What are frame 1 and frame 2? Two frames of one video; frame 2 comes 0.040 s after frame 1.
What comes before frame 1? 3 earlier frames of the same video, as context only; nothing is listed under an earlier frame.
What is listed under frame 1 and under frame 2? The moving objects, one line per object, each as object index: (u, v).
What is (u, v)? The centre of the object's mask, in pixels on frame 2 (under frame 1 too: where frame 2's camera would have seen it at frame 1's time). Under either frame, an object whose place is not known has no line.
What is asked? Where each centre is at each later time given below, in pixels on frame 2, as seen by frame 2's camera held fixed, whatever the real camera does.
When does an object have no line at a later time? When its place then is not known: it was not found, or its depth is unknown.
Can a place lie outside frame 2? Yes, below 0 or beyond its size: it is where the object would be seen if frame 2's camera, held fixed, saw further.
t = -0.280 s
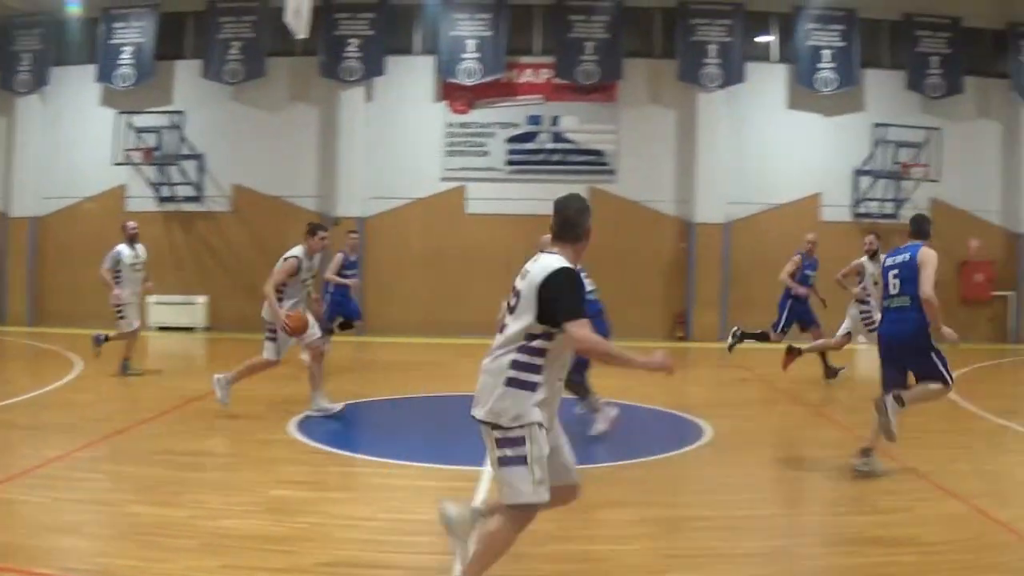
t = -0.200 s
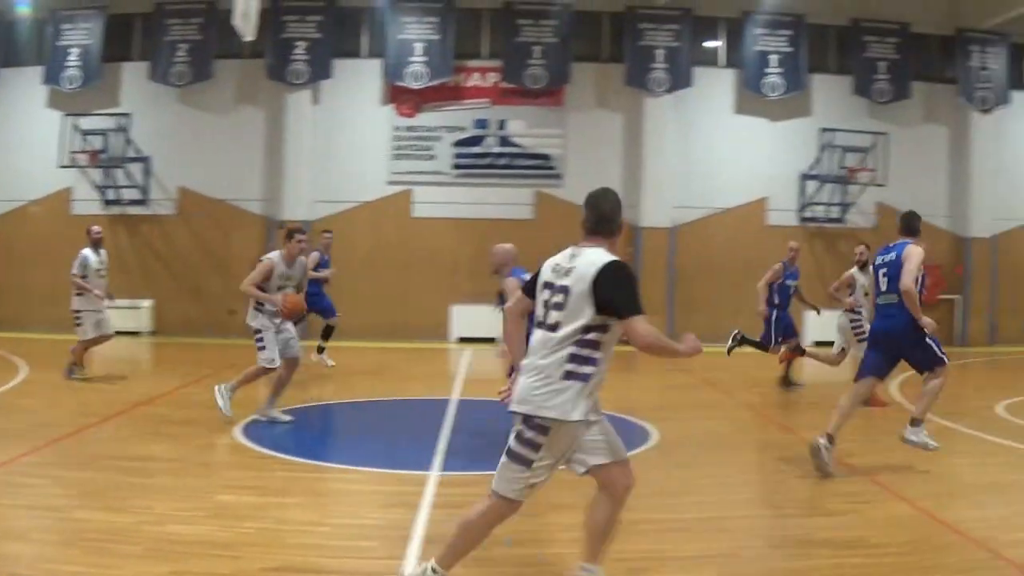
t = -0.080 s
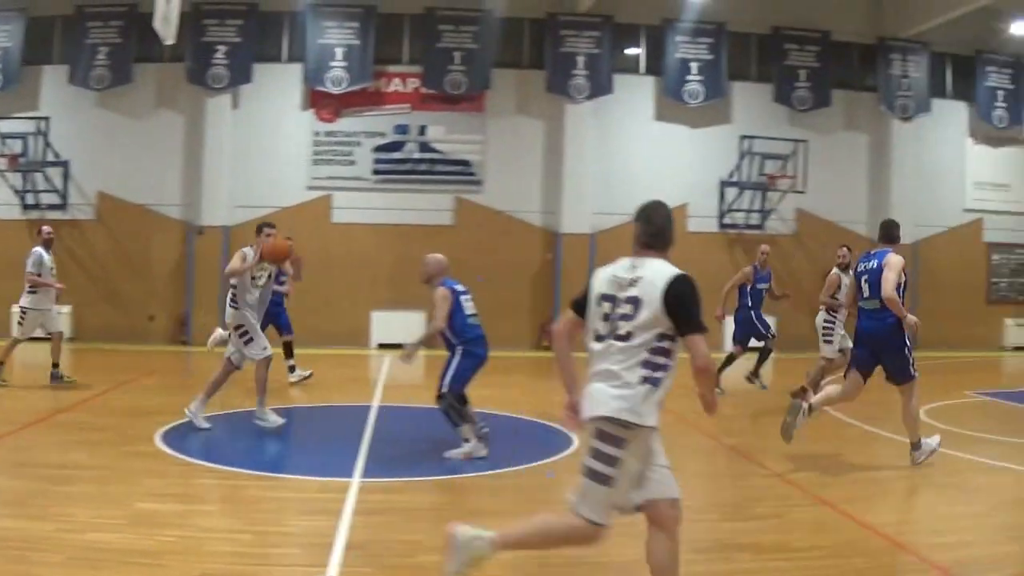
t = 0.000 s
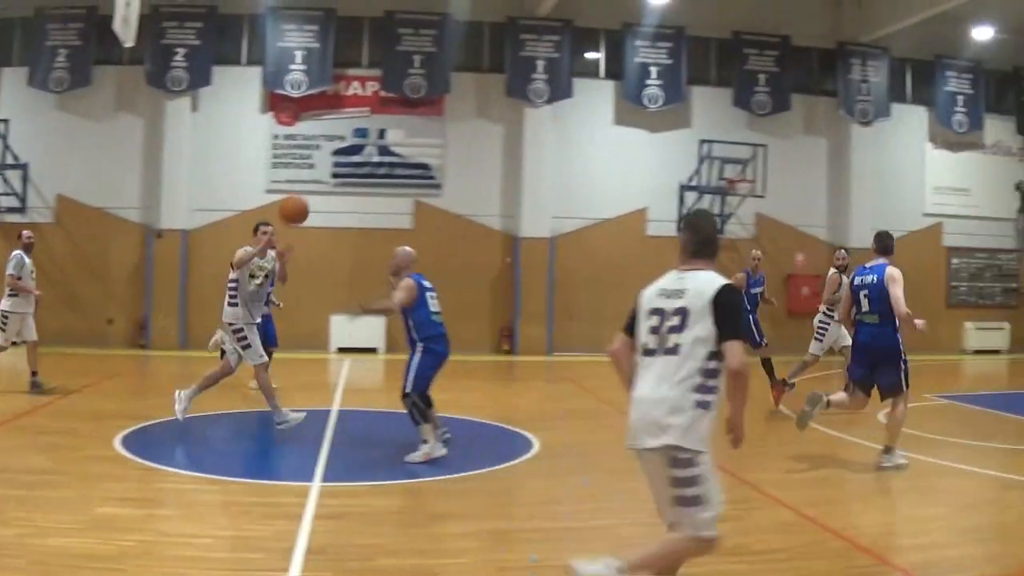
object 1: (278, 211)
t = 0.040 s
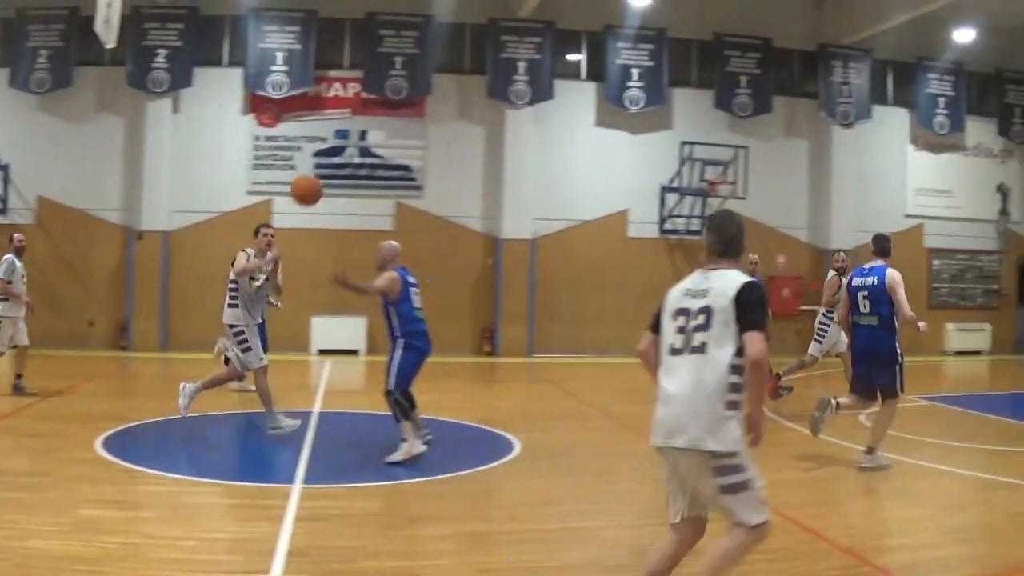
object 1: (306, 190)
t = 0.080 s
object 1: (331, 170)
